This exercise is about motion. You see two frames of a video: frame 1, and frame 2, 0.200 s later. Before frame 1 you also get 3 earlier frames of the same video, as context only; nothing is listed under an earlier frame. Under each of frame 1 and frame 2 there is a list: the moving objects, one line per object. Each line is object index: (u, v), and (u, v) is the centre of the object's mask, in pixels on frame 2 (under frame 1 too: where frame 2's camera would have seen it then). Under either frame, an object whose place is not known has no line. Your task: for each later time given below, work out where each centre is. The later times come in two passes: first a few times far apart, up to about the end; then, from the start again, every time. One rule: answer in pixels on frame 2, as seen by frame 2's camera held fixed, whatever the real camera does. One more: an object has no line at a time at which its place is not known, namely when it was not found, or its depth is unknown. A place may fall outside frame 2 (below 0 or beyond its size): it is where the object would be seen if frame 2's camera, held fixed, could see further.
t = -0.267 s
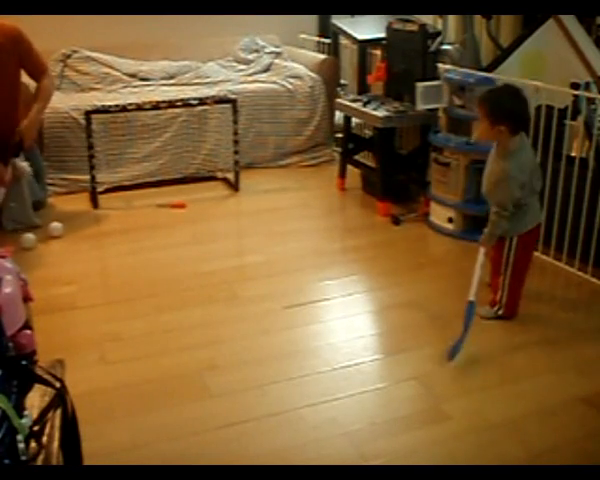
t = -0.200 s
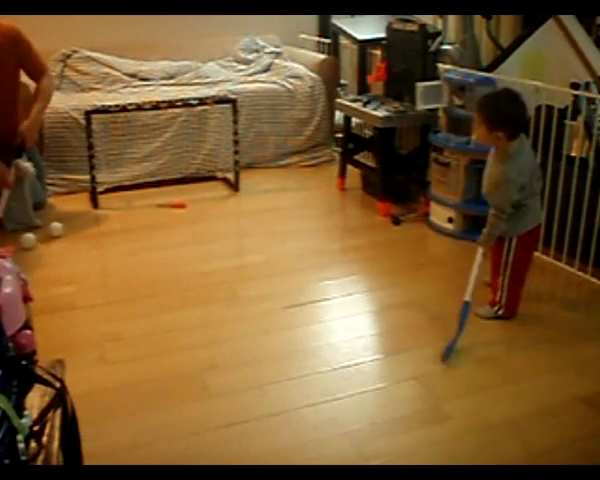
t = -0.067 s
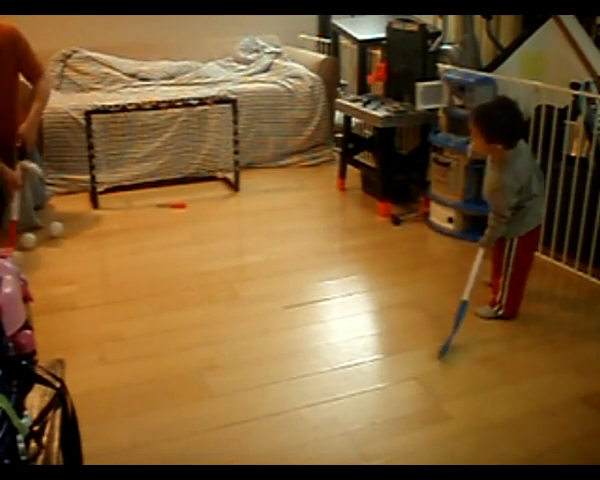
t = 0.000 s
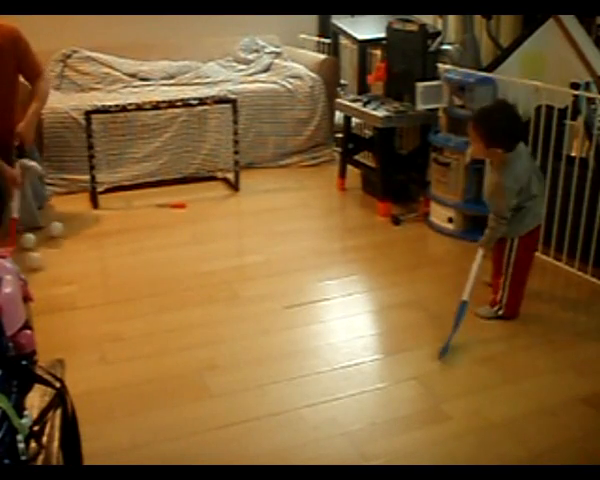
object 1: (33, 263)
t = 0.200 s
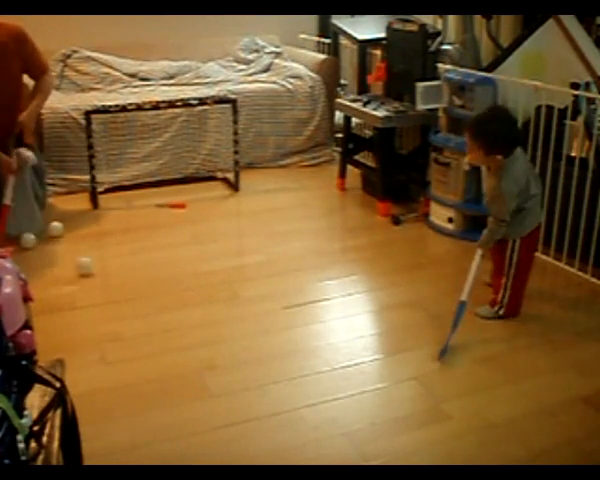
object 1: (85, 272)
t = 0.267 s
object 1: (100, 274)
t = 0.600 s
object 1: (175, 280)
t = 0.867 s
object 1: (235, 286)
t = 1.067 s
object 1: (280, 290)
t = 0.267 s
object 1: (100, 274)
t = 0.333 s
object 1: (116, 275)
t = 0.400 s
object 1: (130, 277)
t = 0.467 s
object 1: (145, 278)
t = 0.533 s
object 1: (160, 280)
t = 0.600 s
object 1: (175, 280)
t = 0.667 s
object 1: (191, 282)
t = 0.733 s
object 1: (207, 284)
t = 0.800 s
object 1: (221, 285)
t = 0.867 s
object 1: (235, 286)
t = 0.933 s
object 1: (251, 287)
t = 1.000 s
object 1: (266, 290)
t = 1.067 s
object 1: (280, 290)
